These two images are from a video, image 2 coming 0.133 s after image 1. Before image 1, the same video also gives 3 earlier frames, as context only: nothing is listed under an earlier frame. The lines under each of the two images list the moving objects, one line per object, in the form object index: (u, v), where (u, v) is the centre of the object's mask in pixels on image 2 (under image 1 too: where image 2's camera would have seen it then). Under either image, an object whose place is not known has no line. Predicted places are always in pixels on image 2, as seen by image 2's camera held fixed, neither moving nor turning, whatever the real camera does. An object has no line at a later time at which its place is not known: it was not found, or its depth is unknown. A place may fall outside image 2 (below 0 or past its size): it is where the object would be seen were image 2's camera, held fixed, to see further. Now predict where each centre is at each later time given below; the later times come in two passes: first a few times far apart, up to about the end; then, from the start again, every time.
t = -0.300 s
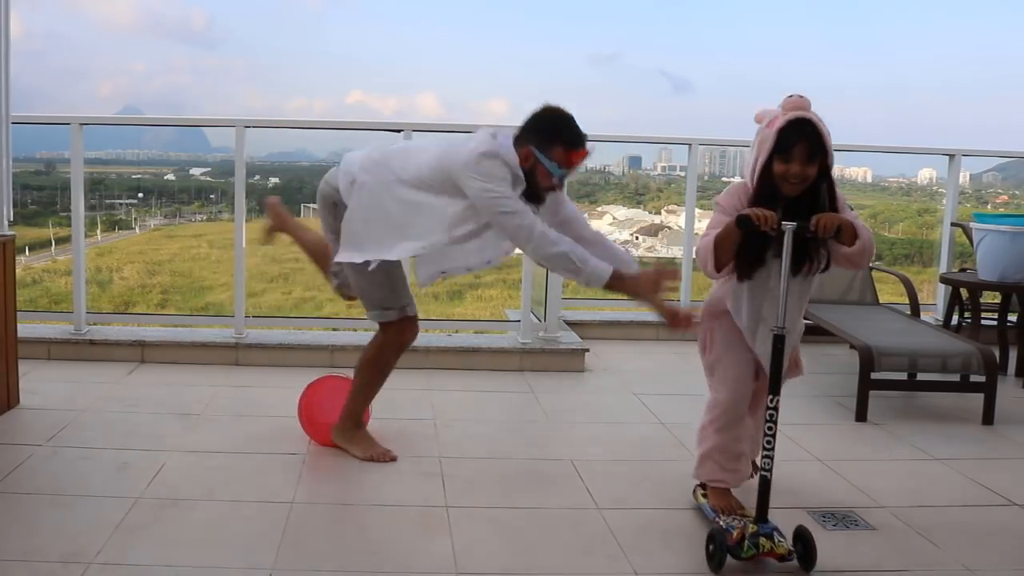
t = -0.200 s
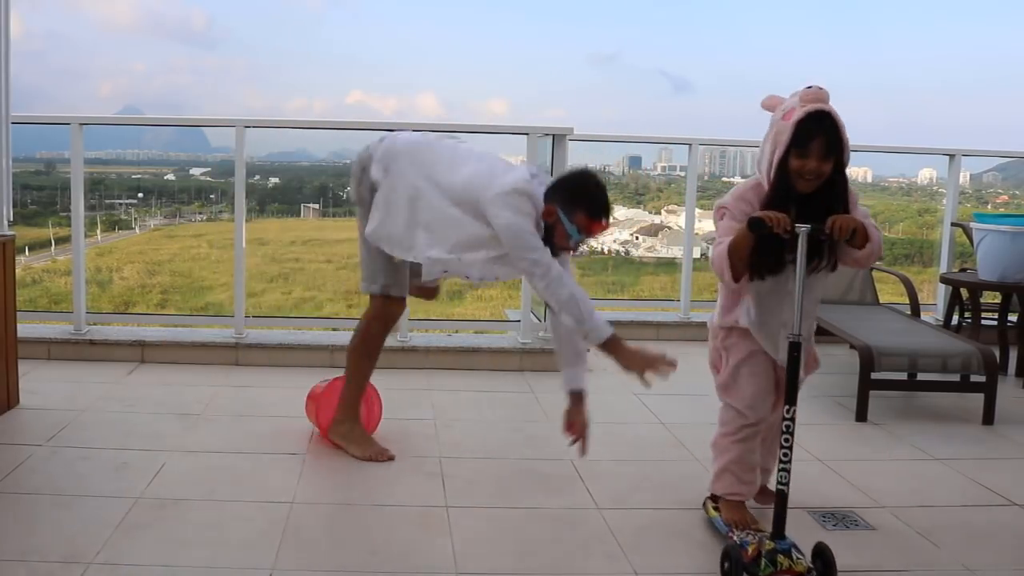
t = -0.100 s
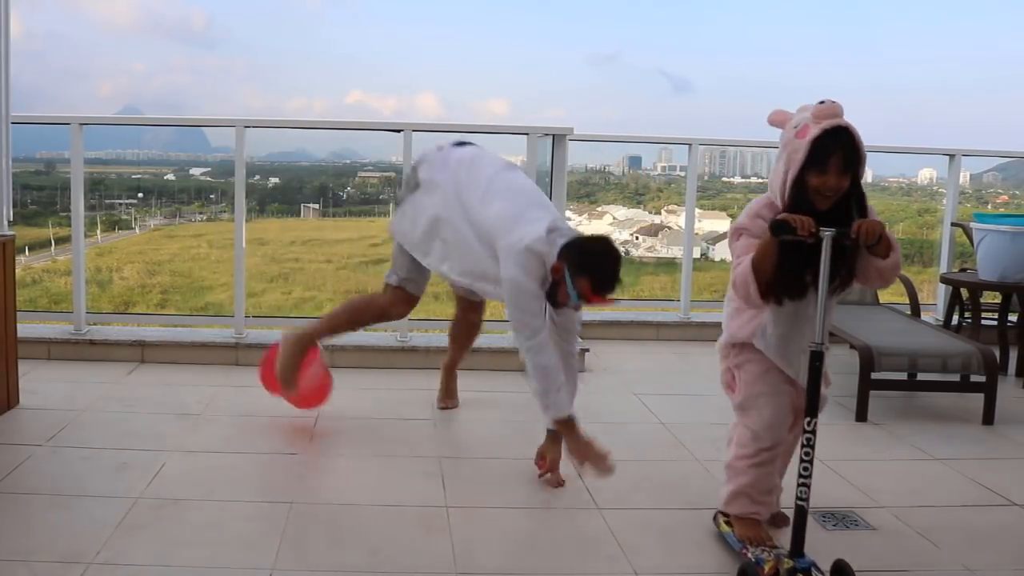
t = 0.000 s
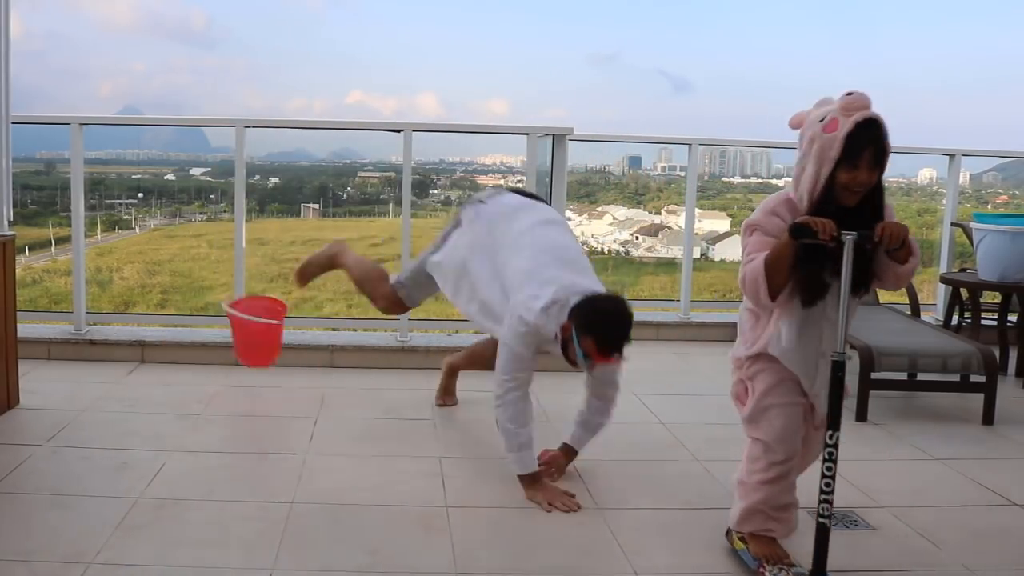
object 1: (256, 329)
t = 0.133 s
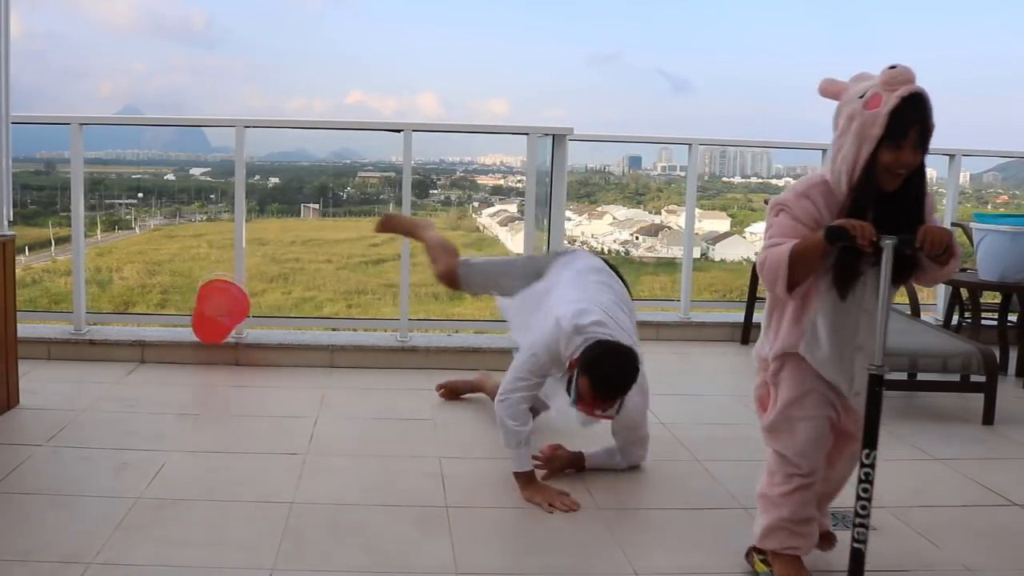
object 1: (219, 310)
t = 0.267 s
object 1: (182, 280)
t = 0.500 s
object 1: (106, 297)
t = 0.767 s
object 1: (35, 334)
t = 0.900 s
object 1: (22, 355)
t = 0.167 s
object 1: (209, 306)
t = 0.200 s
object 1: (200, 294)
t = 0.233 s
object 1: (191, 287)
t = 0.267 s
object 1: (182, 280)
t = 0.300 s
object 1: (171, 274)
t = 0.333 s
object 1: (160, 270)
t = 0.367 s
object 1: (146, 270)
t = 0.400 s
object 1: (127, 267)
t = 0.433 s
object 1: (124, 279)
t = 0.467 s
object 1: (116, 287)
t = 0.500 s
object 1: (106, 297)
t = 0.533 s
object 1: (95, 306)
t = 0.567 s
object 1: (85, 316)
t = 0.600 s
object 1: (74, 319)
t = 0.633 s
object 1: (64, 327)
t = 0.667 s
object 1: (52, 337)
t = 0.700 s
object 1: (47, 335)
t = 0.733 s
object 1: (43, 332)
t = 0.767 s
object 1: (35, 334)
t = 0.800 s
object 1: (30, 343)
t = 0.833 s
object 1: (29, 352)
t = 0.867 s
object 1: (25, 352)
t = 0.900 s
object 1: (22, 355)
